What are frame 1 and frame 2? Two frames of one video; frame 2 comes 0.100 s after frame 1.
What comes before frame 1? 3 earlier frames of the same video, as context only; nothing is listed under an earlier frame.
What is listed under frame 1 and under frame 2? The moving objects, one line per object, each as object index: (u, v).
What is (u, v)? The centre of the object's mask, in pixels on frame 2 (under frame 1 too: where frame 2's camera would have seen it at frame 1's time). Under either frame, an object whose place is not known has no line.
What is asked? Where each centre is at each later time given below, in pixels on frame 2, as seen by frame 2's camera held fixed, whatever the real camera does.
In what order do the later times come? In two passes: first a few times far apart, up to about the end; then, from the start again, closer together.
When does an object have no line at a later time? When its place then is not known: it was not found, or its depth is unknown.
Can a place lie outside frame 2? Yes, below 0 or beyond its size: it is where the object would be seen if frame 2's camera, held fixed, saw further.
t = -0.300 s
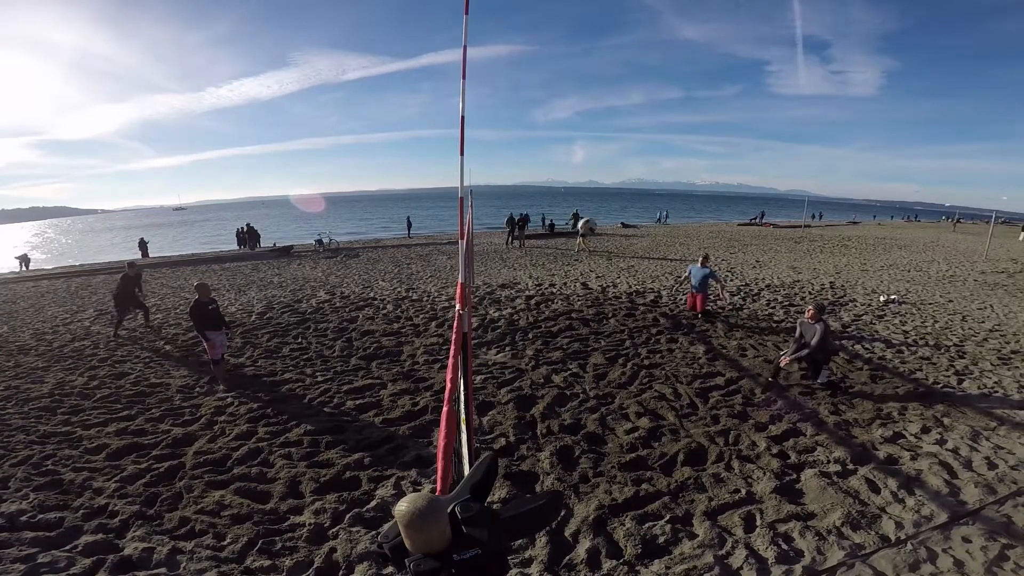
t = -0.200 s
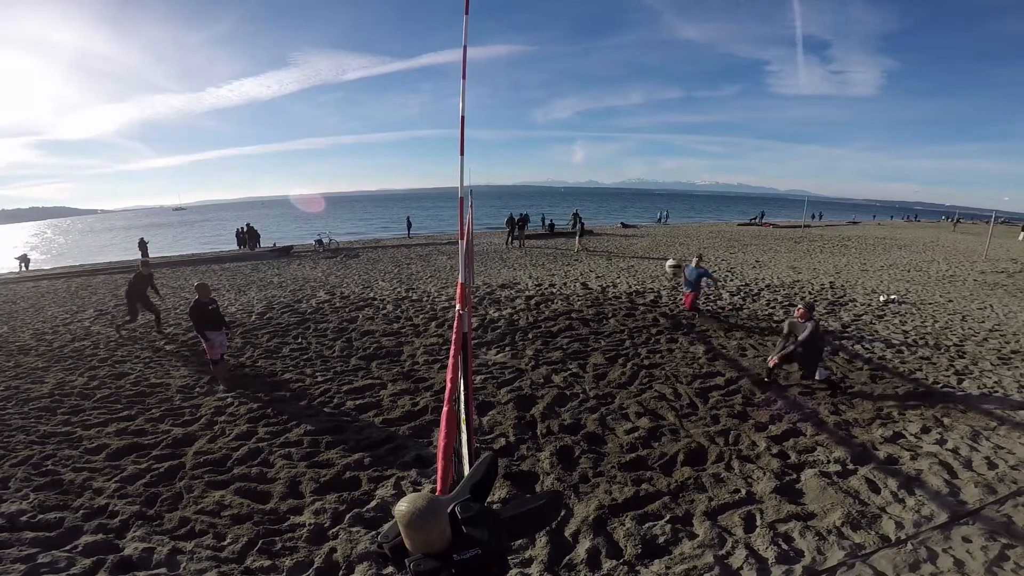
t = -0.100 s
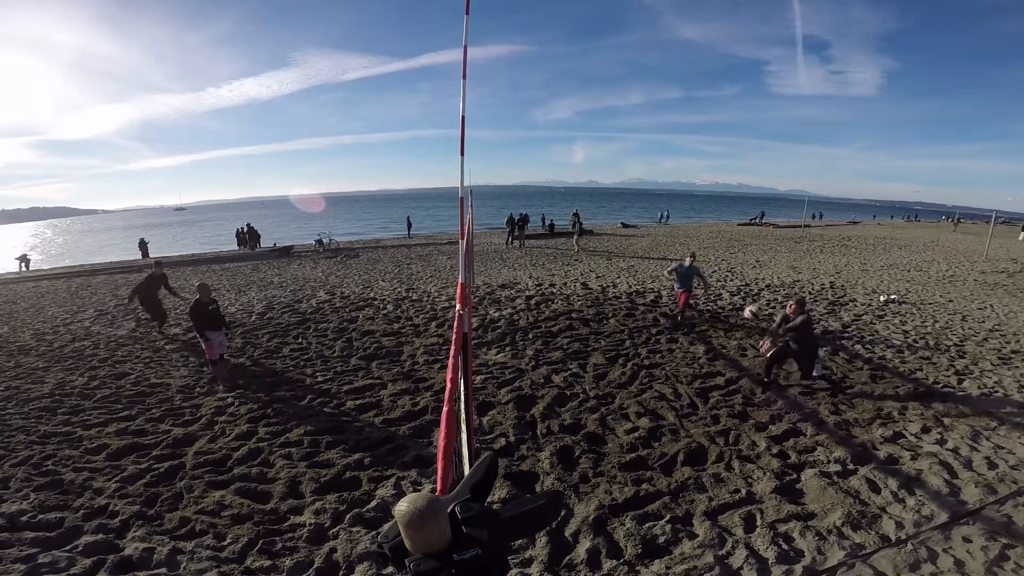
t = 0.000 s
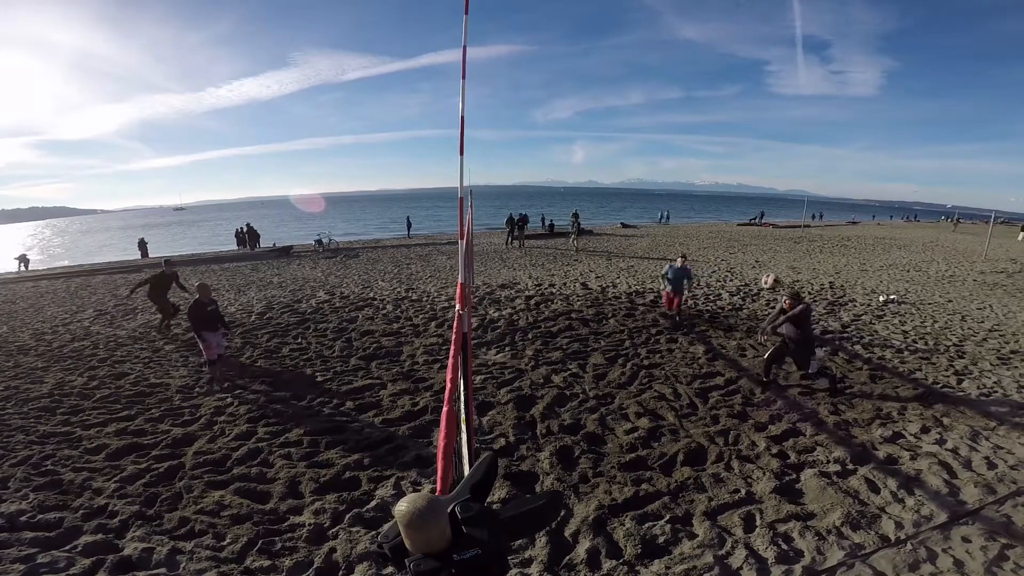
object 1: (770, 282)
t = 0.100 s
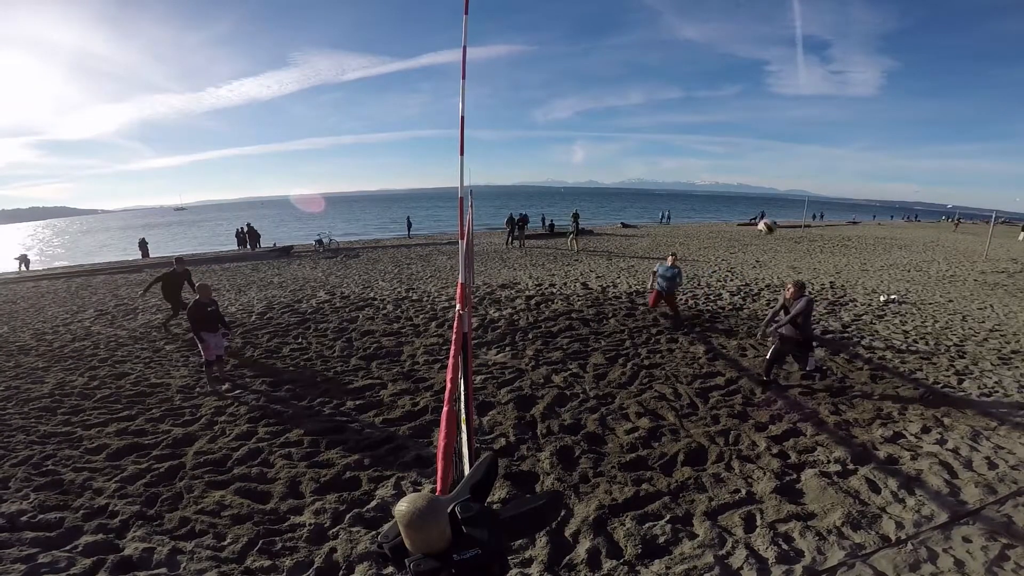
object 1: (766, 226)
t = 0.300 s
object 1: (751, 144)
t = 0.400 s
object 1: (742, 117)
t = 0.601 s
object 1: (721, 84)
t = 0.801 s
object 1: (700, 78)
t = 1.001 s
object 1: (681, 97)
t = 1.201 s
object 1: (661, 141)
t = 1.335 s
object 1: (645, 186)
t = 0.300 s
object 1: (751, 144)
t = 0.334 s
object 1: (749, 134)
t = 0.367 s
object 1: (745, 125)
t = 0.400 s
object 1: (742, 117)
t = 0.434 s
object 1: (738, 109)
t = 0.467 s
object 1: (735, 102)
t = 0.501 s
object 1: (731, 97)
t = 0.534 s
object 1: (728, 92)
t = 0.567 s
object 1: (725, 88)
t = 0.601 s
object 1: (721, 84)
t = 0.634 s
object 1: (718, 81)
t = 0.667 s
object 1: (714, 79)
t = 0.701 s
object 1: (711, 78)
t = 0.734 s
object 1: (707, 78)
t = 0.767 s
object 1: (704, 77)
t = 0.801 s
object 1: (700, 78)
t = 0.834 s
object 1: (698, 79)
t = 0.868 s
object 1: (695, 81)
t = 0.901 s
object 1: (691, 84)
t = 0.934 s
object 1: (688, 88)
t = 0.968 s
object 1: (685, 92)
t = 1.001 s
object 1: (681, 97)
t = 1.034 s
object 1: (678, 103)
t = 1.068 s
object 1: (674, 109)
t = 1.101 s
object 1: (671, 116)
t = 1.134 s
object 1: (668, 124)
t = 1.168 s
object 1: (664, 132)
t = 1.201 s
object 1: (661, 141)
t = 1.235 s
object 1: (657, 151)
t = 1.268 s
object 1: (654, 163)
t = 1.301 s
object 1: (650, 174)
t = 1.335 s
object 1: (645, 186)
